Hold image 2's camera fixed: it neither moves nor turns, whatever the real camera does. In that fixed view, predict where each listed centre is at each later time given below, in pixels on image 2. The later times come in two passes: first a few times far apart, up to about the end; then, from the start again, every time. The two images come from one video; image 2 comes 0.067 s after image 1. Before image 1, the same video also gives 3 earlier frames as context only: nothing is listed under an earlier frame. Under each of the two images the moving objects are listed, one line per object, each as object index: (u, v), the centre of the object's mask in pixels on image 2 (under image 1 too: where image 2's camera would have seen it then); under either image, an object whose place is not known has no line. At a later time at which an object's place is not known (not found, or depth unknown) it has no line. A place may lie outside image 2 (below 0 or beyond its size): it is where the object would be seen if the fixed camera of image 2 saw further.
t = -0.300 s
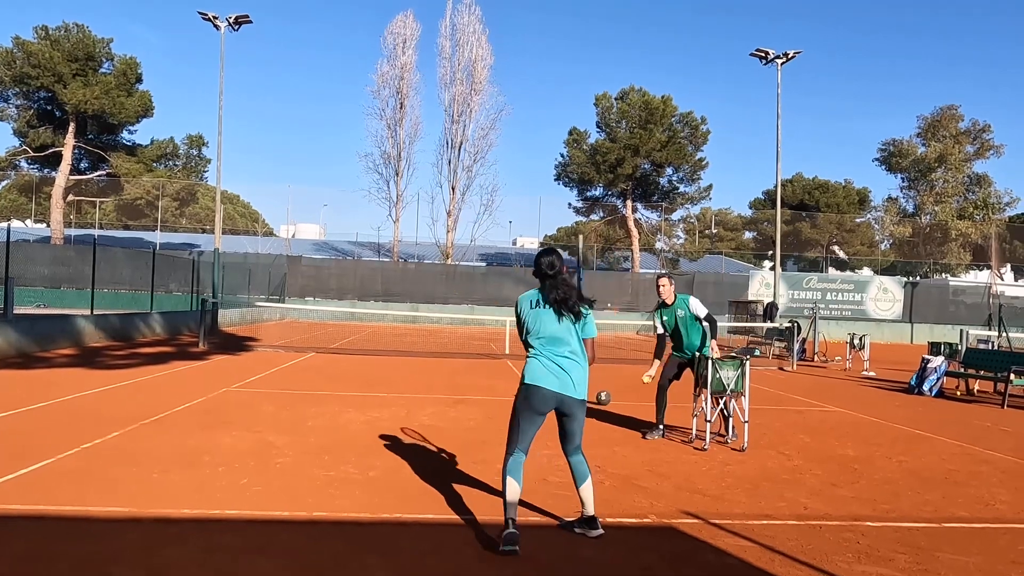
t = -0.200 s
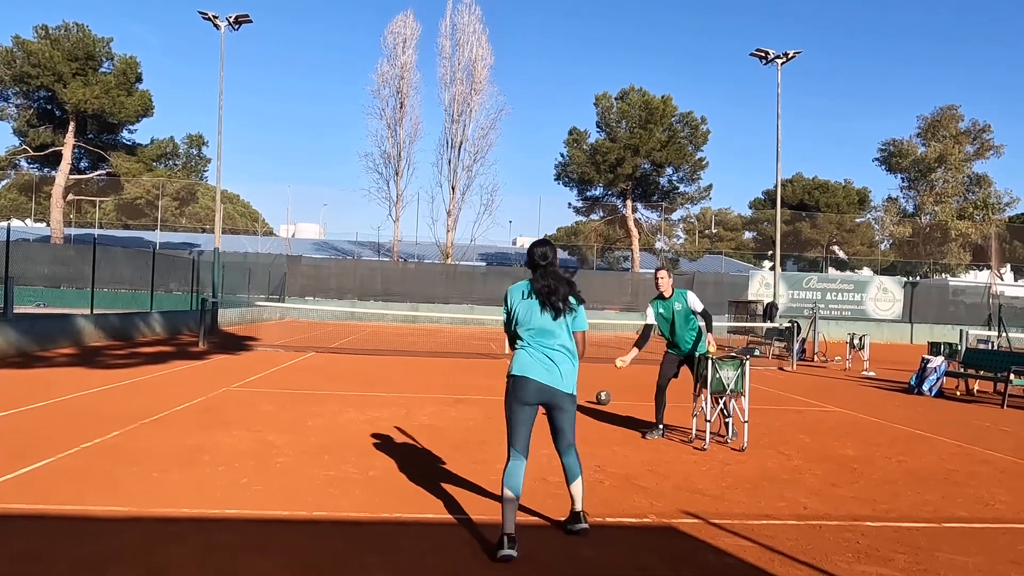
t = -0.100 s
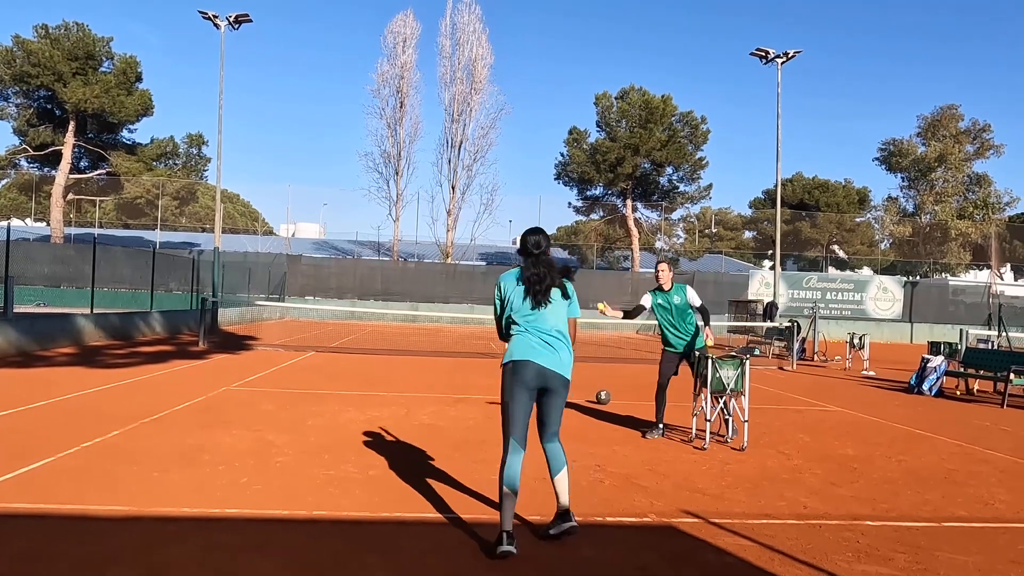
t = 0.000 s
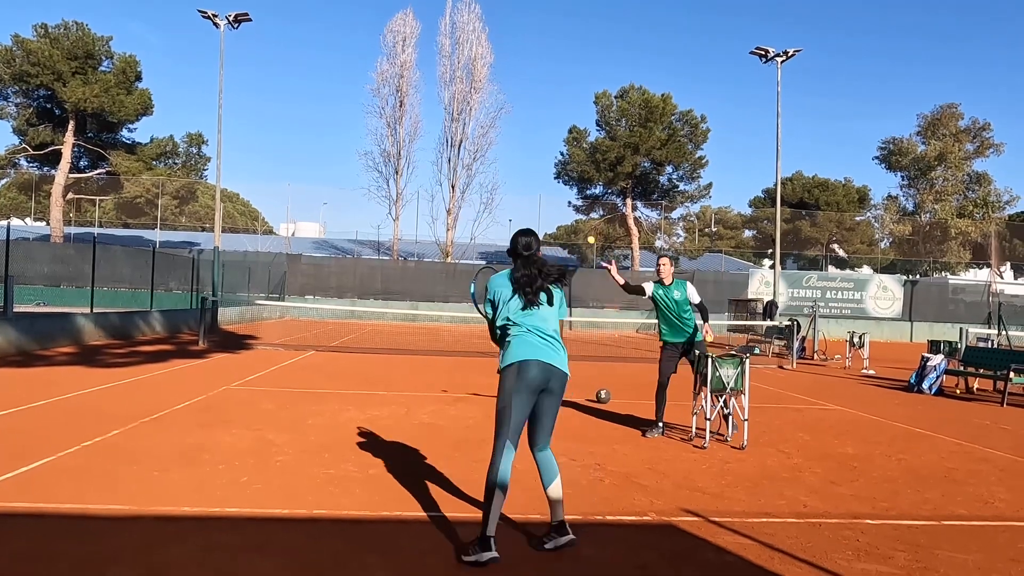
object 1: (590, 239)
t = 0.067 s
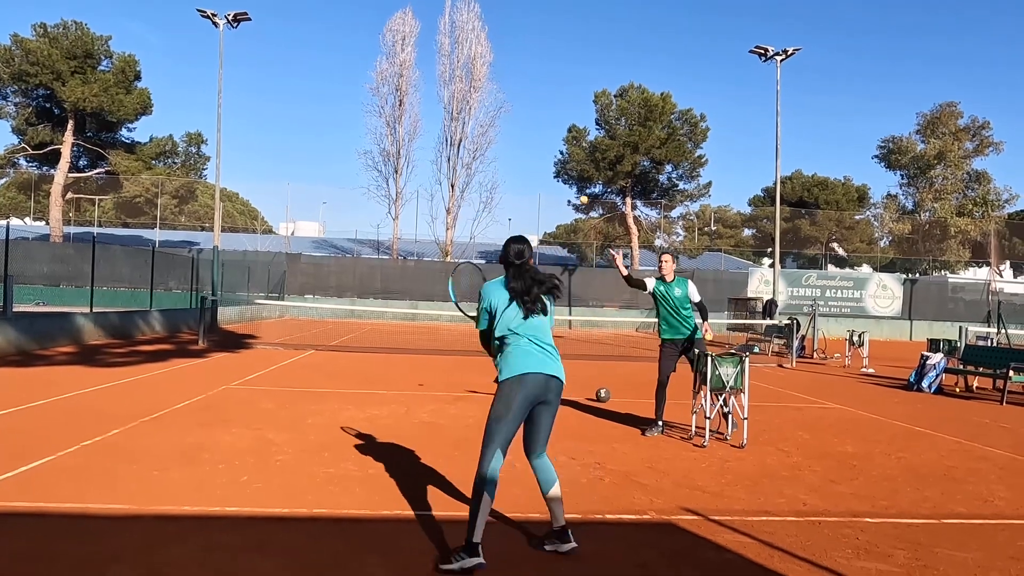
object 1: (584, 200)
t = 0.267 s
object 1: (560, 102)
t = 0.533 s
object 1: (520, 31)
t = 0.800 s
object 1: (470, 47)
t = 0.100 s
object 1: (580, 181)
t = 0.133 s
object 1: (576, 163)
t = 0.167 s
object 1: (572, 146)
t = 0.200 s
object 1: (568, 131)
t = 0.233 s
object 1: (564, 116)
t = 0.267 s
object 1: (560, 102)
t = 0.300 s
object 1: (555, 89)
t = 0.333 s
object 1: (551, 78)
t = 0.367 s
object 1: (546, 67)
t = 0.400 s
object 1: (541, 58)
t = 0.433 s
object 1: (536, 49)
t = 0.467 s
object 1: (531, 42)
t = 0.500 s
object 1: (526, 36)
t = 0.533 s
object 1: (520, 31)
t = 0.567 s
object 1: (515, 28)
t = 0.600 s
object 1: (509, 26)
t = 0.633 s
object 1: (503, 26)
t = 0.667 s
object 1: (497, 27)
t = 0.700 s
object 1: (490, 29)
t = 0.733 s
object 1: (484, 34)
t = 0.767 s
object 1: (476, 39)
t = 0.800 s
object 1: (470, 47)
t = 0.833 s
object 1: (462, 57)
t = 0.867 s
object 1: (455, 69)
